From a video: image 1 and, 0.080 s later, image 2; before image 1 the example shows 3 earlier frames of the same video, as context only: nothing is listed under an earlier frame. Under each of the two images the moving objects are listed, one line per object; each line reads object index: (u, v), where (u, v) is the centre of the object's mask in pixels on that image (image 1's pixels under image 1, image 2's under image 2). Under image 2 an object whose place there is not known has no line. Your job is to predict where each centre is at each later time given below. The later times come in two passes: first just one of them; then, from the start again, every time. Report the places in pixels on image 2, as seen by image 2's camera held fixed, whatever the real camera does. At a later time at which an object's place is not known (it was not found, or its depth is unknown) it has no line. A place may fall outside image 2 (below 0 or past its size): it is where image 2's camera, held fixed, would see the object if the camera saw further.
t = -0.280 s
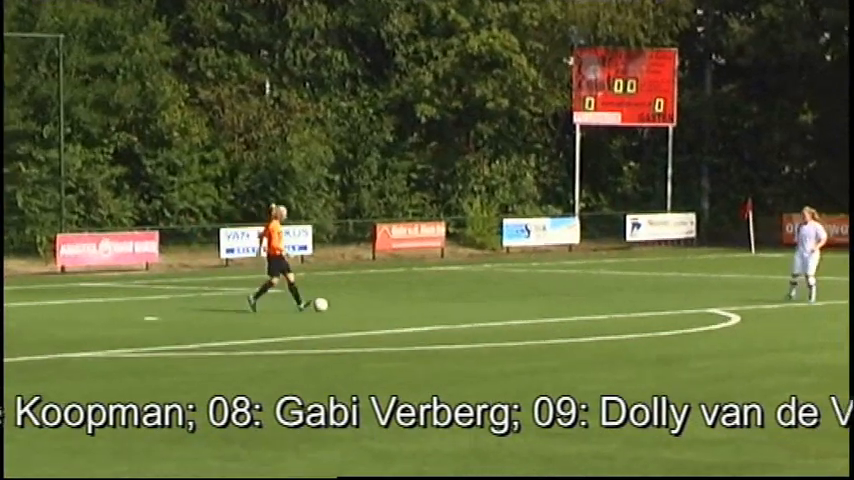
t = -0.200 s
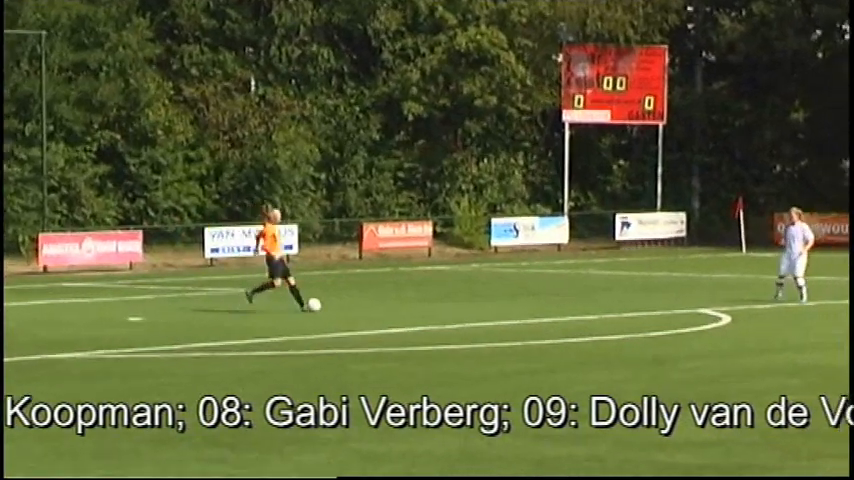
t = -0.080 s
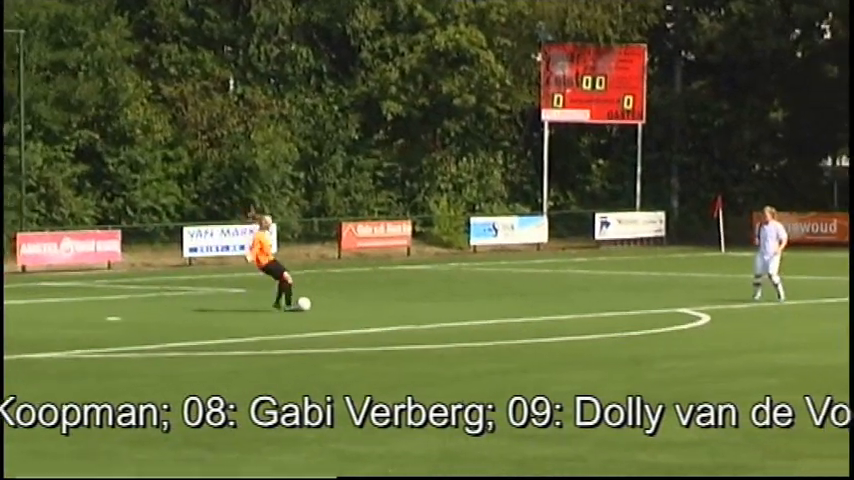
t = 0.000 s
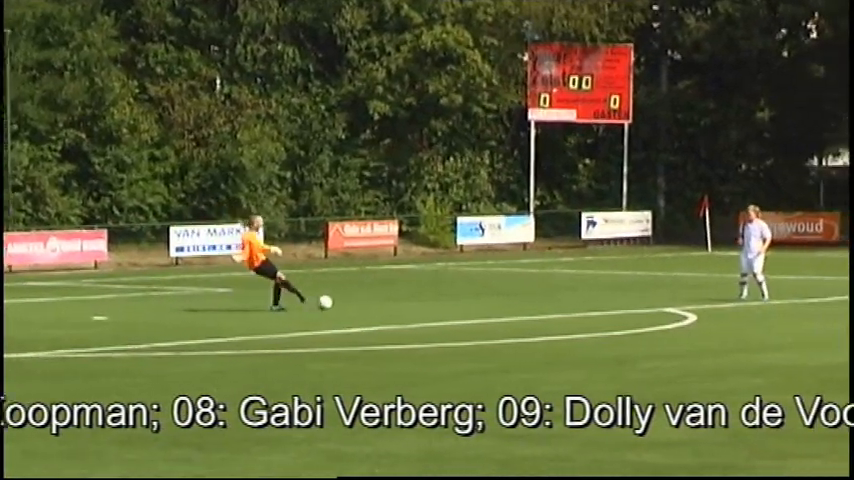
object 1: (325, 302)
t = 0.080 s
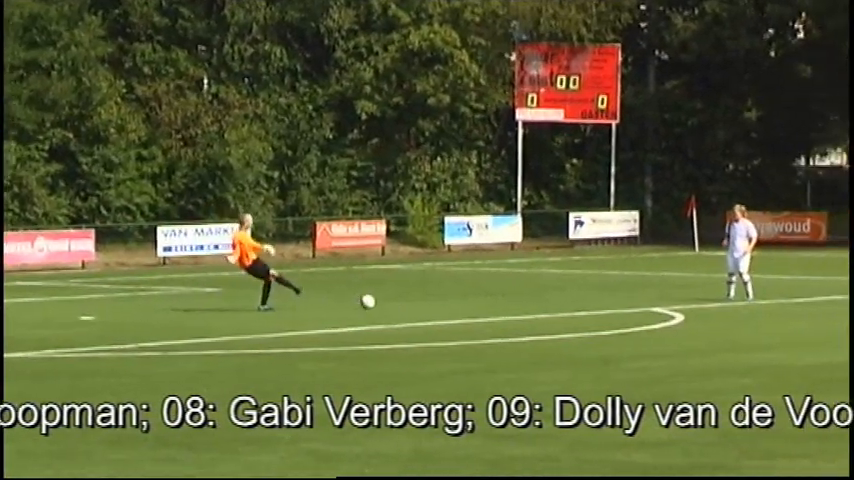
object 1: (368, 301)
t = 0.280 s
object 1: (487, 297)
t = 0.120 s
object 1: (393, 300)
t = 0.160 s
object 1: (418, 300)
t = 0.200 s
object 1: (442, 300)
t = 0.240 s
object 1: (465, 298)
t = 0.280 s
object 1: (487, 297)
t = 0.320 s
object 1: (510, 298)
